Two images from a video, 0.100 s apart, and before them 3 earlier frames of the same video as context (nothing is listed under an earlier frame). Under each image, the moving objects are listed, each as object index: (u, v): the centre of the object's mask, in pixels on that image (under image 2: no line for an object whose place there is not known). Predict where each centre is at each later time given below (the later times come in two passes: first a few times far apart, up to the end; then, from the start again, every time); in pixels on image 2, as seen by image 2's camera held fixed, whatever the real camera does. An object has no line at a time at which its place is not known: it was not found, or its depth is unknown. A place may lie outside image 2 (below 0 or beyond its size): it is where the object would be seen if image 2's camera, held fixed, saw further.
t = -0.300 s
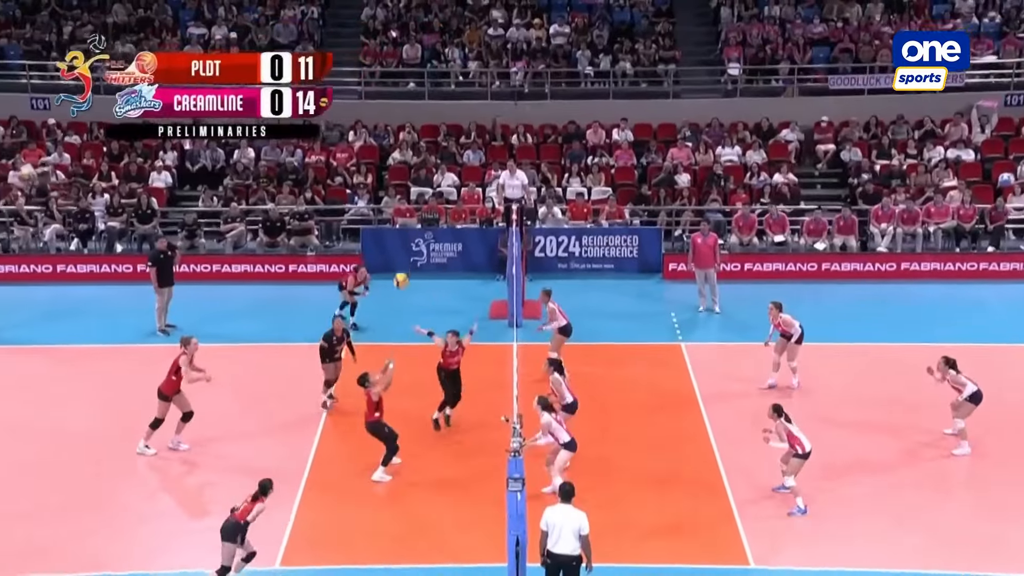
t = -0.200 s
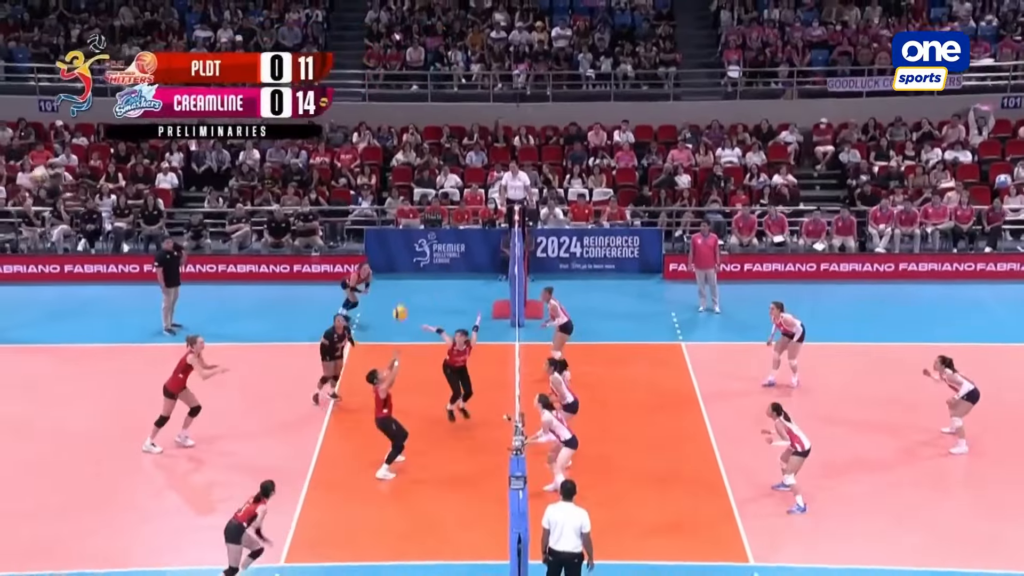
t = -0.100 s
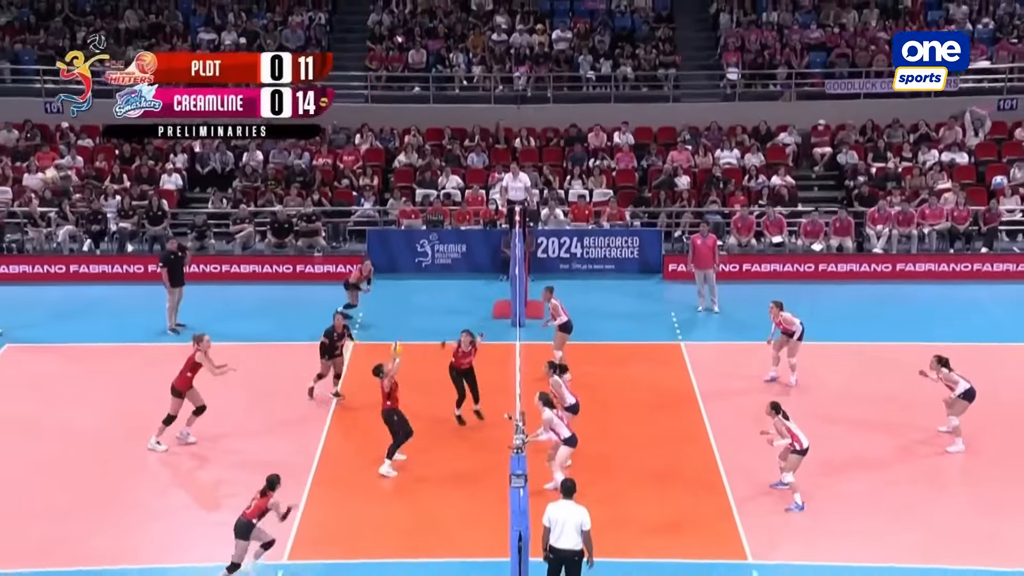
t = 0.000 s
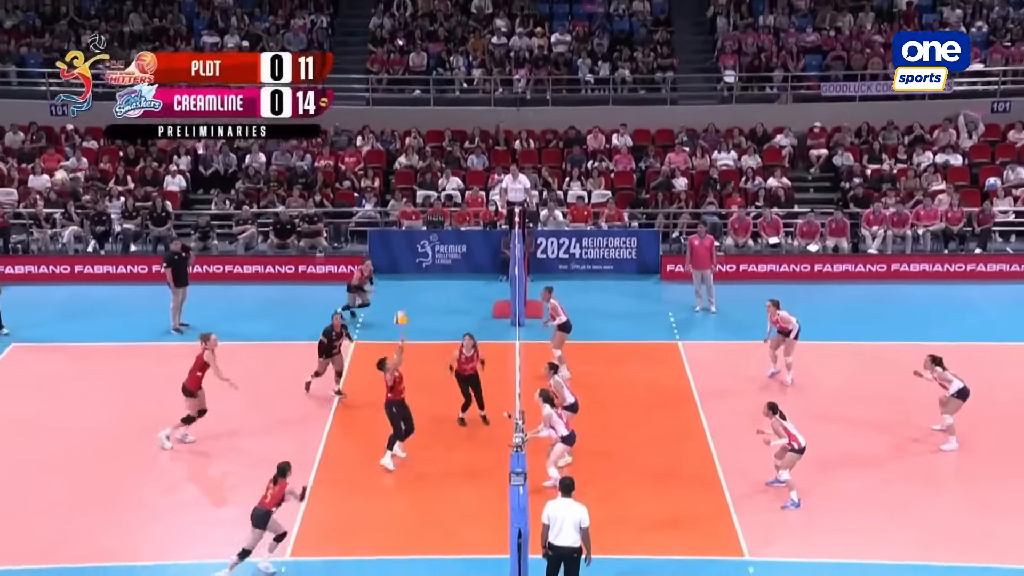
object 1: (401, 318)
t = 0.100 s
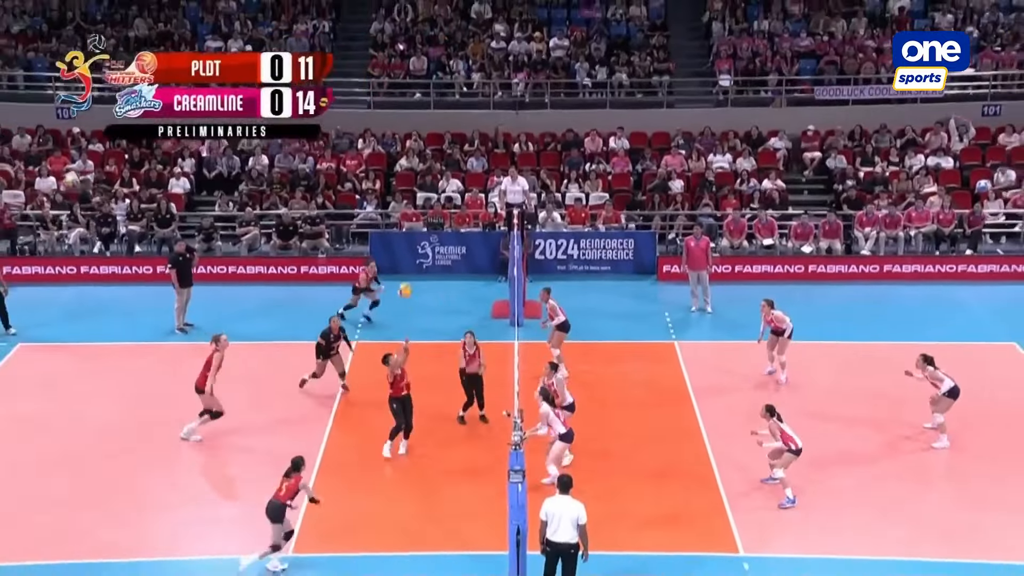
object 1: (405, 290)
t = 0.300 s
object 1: (411, 250)
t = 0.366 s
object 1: (414, 242)
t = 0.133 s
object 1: (406, 281)
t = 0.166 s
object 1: (407, 274)
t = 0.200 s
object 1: (408, 266)
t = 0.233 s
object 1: (409, 260)
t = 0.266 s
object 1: (410, 255)
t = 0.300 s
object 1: (411, 250)
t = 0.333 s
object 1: (412, 245)
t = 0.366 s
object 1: (414, 242)
